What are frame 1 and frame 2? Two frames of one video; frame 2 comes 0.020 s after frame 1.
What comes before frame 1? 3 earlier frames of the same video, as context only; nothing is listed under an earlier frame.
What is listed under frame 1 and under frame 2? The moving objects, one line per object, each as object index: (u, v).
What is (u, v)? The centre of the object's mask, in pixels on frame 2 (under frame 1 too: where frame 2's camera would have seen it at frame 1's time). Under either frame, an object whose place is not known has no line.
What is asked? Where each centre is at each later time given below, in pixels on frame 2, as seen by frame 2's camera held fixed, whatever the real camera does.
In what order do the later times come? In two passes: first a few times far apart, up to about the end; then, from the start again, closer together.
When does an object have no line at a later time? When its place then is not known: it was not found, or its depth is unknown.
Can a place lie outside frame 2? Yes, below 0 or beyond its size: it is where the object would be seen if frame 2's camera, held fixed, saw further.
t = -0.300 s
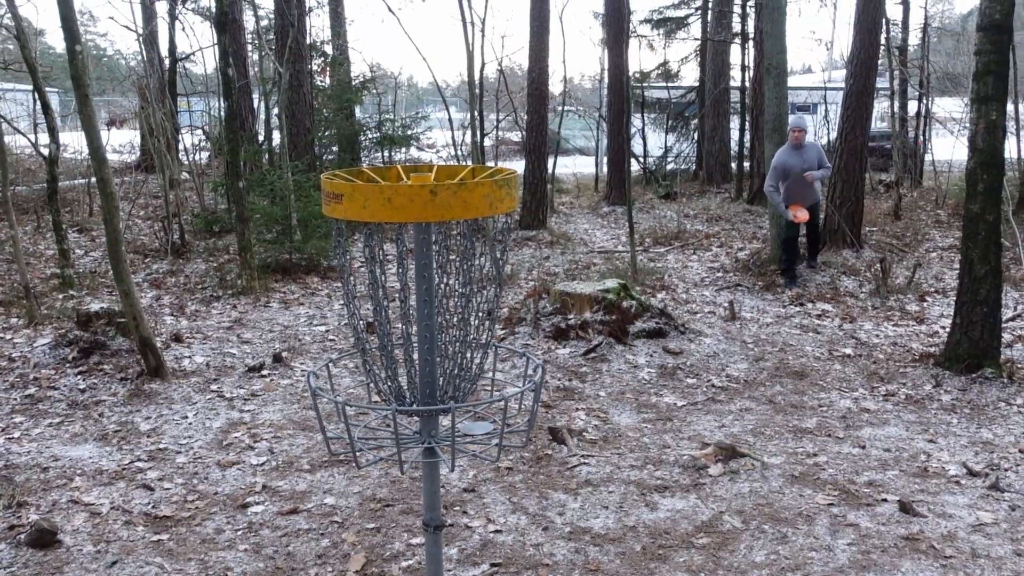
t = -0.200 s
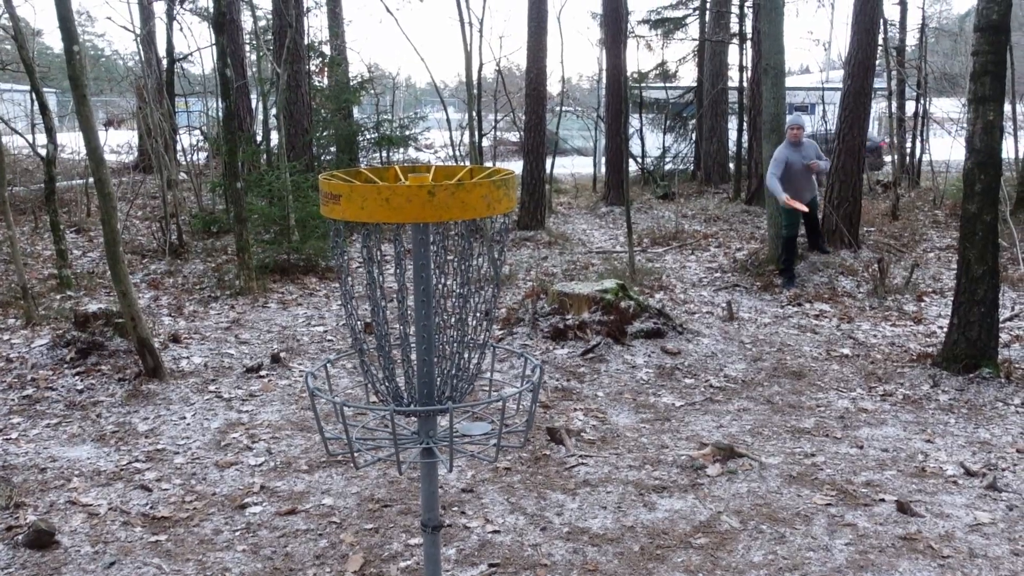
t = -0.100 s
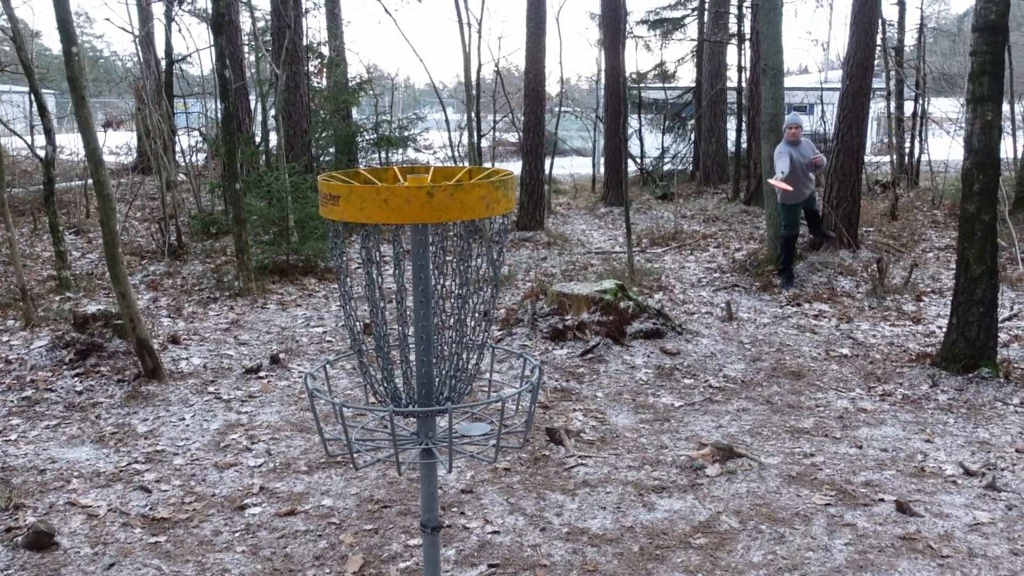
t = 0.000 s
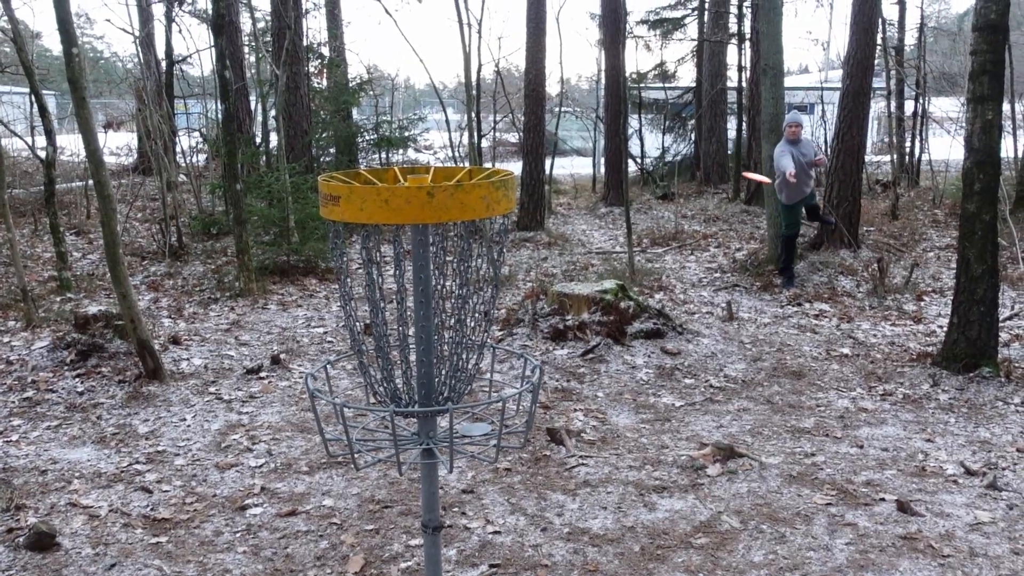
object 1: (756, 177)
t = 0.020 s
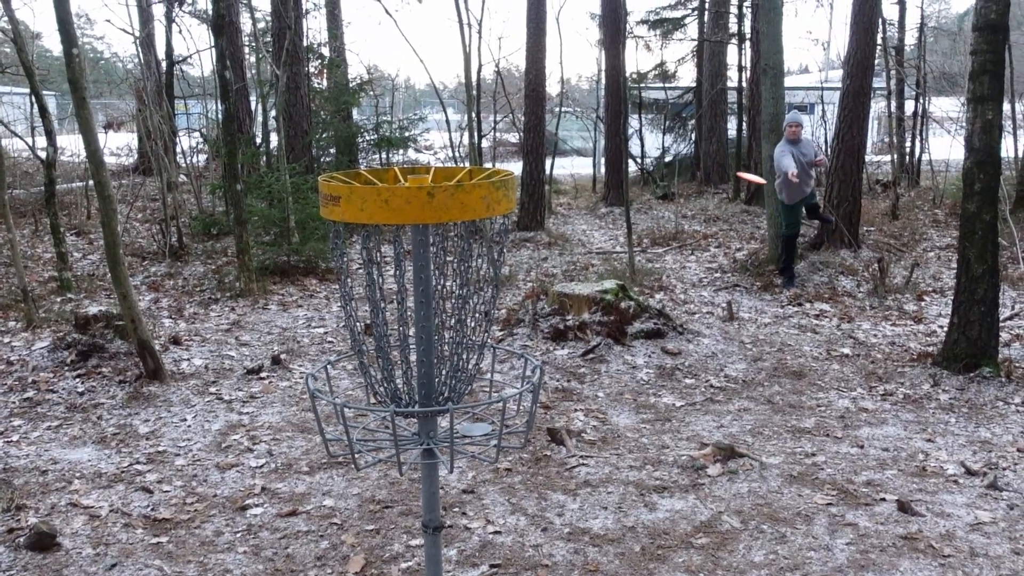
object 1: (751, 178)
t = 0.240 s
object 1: (667, 233)
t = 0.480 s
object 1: (499, 458)
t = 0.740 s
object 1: (617, 563)
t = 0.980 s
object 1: (702, 552)
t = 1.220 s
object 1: (748, 542)
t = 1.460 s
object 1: (753, 538)
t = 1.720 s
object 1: (753, 538)
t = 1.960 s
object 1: (753, 539)
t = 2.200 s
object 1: (753, 538)
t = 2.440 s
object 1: (753, 538)
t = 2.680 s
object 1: (752, 538)
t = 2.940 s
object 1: (752, 538)
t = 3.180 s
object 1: (752, 539)
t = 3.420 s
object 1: (753, 538)
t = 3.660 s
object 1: (751, 538)
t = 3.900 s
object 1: (752, 538)
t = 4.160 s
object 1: (752, 538)
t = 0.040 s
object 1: (746, 179)
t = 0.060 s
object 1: (739, 181)
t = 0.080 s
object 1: (733, 183)
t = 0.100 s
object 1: (726, 187)
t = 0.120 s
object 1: (719, 191)
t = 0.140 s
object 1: (711, 196)
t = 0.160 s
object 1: (703, 201)
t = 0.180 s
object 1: (695, 208)
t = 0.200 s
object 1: (686, 215)
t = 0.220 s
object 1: (677, 224)
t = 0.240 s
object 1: (667, 233)
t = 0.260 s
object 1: (656, 244)
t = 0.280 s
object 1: (645, 254)
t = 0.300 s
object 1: (633, 267)
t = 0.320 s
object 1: (623, 281)
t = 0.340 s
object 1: (611, 298)
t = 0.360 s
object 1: (596, 313)
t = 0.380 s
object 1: (582, 331)
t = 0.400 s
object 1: (567, 350)
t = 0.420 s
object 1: (554, 373)
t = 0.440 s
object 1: (540, 398)
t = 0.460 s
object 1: (519, 424)
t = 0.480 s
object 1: (499, 458)
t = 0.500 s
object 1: (477, 483)
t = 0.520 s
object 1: (464, 516)
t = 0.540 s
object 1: (478, 526)
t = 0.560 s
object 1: (495, 537)
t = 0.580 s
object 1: (513, 547)
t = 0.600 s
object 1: (530, 557)
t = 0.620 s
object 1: (545, 563)
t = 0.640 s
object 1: (558, 570)
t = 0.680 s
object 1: (596, 574)
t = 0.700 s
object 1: (603, 571)
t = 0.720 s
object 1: (610, 567)
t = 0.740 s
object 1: (617, 563)
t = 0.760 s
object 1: (624, 560)
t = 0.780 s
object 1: (633, 556)
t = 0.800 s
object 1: (640, 554)
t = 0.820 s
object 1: (647, 553)
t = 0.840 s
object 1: (655, 552)
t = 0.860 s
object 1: (663, 552)
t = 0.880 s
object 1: (670, 554)
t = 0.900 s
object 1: (678, 555)
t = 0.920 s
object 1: (684, 557)
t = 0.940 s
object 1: (690, 557)
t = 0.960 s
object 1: (696, 555)
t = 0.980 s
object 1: (702, 552)
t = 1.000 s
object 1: (707, 550)
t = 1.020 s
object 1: (712, 548)
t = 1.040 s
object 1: (717, 546)
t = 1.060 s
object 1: (722, 546)
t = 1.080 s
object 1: (727, 546)
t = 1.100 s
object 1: (731, 546)
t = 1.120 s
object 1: (736, 546)
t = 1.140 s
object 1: (739, 544)
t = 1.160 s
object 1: (741, 543)
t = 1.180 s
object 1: (744, 542)
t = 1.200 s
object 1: (746, 542)
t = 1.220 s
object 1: (748, 542)
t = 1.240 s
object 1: (750, 541)
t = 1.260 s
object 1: (752, 540)
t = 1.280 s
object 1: (752, 540)
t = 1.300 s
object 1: (753, 540)
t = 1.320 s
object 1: (754, 539)
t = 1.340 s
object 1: (754, 539)
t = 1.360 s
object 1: (754, 539)
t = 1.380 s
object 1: (753, 539)
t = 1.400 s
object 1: (753, 539)
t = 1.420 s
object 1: (753, 538)
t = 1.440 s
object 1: (753, 538)
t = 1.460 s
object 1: (753, 538)
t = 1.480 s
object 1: (753, 539)
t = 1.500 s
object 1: (753, 539)
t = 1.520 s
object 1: (753, 539)
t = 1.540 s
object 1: (753, 539)
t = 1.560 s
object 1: (753, 539)
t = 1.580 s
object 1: (753, 539)
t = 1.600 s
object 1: (753, 539)
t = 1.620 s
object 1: (753, 538)
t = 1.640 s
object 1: (753, 538)
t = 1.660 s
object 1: (753, 538)
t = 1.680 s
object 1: (754, 538)
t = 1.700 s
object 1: (753, 538)
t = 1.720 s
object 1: (753, 538)
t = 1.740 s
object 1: (753, 538)
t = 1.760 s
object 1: (753, 538)
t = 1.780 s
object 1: (753, 538)
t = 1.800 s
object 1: (753, 538)
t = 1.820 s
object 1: (753, 538)
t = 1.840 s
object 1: (753, 538)
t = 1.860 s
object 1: (753, 538)
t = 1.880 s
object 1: (753, 538)
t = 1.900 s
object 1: (753, 538)
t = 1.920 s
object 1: (753, 539)
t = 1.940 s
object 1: (753, 538)
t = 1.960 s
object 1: (753, 539)
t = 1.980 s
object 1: (753, 539)
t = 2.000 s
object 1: (753, 539)
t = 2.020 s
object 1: (753, 539)
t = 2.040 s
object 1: (752, 539)
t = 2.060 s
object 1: (752, 539)
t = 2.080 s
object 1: (752, 539)
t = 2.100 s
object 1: (752, 539)
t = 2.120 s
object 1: (752, 539)
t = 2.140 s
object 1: (752, 539)
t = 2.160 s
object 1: (752, 539)
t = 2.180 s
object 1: (753, 539)
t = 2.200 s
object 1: (753, 538)
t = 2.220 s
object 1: (753, 538)
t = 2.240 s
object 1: (753, 538)
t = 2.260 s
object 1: (753, 538)
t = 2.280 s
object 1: (753, 539)
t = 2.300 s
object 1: (753, 538)
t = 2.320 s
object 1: (753, 538)
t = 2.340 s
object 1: (753, 538)
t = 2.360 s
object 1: (753, 538)
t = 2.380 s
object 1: (753, 538)
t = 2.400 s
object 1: (753, 538)
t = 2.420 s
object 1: (753, 538)
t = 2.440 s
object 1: (753, 538)
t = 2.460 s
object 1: (753, 538)
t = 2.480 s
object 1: (753, 538)
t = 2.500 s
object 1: (753, 538)
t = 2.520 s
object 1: (753, 538)
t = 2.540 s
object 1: (753, 538)
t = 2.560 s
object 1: (752, 538)
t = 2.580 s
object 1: (753, 538)
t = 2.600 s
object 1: (753, 538)
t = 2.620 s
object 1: (752, 538)
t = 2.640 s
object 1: (752, 538)
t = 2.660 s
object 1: (753, 538)
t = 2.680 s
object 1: (752, 538)
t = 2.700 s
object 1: (752, 538)
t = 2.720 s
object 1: (753, 538)
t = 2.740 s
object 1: (752, 538)
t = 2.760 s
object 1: (752, 538)
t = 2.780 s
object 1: (752, 538)
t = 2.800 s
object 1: (752, 538)
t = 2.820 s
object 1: (752, 538)
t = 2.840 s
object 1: (752, 538)
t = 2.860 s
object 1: (752, 538)
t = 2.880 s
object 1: (752, 538)
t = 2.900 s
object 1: (752, 538)
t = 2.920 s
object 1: (752, 538)
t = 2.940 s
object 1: (752, 538)
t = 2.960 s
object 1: (752, 538)
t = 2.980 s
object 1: (752, 538)
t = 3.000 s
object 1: (752, 538)
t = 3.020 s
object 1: (752, 538)
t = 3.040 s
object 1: (751, 538)
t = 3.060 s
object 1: (752, 538)
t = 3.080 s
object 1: (752, 538)
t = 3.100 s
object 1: (752, 538)
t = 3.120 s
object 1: (752, 538)
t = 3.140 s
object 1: (752, 538)
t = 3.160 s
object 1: (752, 539)
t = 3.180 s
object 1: (752, 539)
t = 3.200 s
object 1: (752, 538)
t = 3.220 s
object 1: (752, 538)
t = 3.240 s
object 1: (752, 539)
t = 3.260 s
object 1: (752, 538)
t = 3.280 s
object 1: (752, 538)
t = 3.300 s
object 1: (752, 538)
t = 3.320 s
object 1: (752, 538)
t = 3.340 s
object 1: (752, 538)
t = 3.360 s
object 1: (752, 538)
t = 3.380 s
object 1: (752, 538)
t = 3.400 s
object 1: (752, 538)
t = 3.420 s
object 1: (753, 538)
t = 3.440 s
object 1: (752, 538)
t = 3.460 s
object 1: (752, 538)
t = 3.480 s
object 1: (752, 538)
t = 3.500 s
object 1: (752, 538)
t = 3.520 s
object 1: (752, 538)
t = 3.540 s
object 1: (752, 538)
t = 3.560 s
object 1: (752, 538)
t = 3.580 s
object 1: (751, 538)
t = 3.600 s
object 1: (751, 538)
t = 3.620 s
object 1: (751, 538)
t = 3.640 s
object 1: (752, 538)
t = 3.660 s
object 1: (751, 538)
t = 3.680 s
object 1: (751, 538)
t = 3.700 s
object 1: (751, 538)
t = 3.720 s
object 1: (751, 538)
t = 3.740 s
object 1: (751, 538)
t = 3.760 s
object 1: (752, 538)
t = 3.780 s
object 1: (752, 538)
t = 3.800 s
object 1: (752, 538)
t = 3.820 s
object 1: (752, 538)
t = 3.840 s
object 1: (752, 538)
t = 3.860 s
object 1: (752, 538)
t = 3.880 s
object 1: (751, 538)
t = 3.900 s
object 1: (752, 538)
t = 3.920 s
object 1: (751, 538)
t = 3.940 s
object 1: (752, 538)
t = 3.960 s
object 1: (751, 538)
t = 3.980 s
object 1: (751, 538)
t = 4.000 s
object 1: (751, 538)
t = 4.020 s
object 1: (751, 538)
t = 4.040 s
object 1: (751, 538)
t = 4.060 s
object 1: (752, 538)
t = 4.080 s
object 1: (752, 538)
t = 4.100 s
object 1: (752, 538)
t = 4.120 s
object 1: (752, 538)
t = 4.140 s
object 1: (752, 538)
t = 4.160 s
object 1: (752, 538)
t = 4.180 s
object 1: (752, 538)
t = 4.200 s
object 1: (751, 538)
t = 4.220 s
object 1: (752, 538)
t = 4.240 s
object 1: (752, 538)
